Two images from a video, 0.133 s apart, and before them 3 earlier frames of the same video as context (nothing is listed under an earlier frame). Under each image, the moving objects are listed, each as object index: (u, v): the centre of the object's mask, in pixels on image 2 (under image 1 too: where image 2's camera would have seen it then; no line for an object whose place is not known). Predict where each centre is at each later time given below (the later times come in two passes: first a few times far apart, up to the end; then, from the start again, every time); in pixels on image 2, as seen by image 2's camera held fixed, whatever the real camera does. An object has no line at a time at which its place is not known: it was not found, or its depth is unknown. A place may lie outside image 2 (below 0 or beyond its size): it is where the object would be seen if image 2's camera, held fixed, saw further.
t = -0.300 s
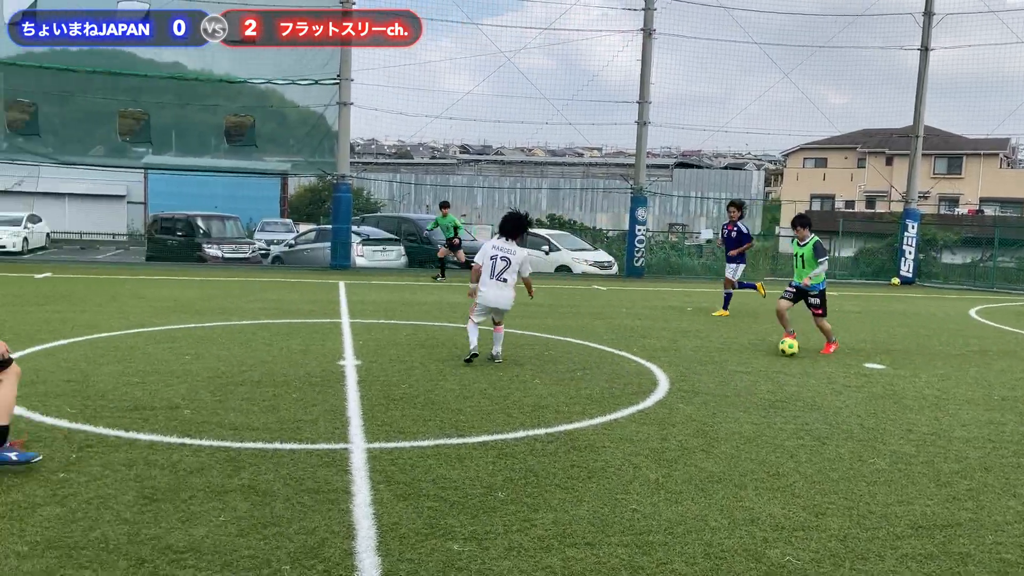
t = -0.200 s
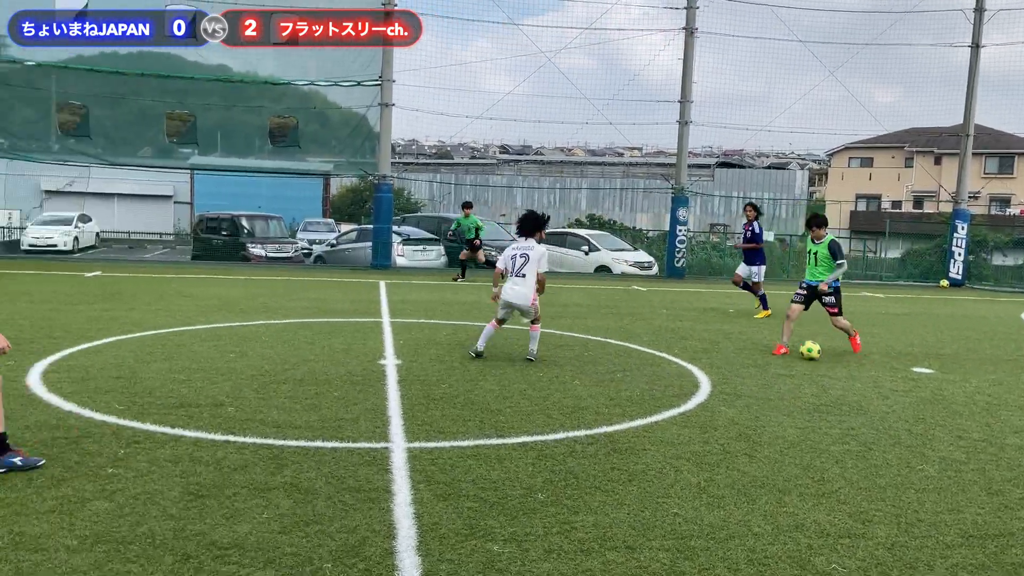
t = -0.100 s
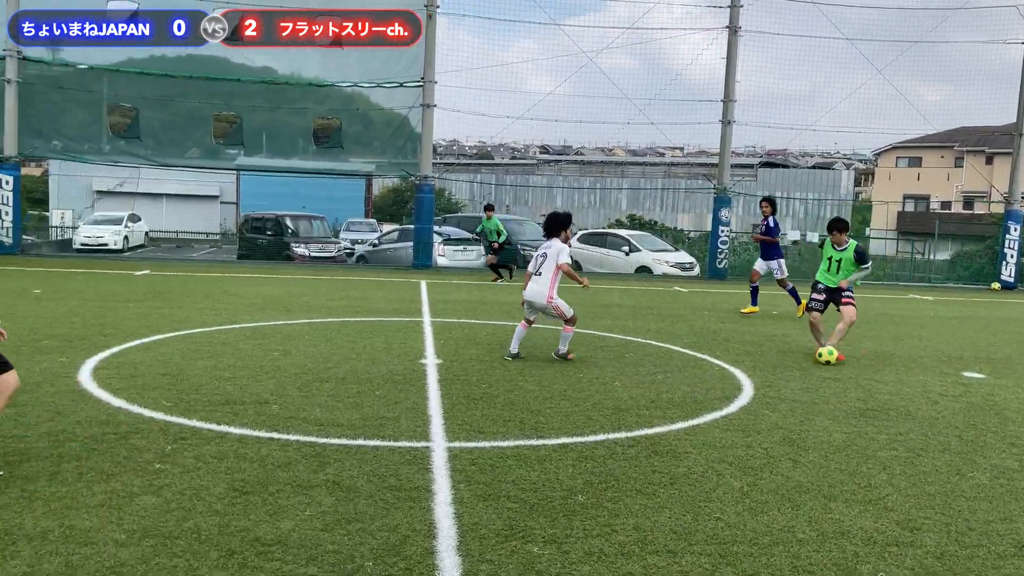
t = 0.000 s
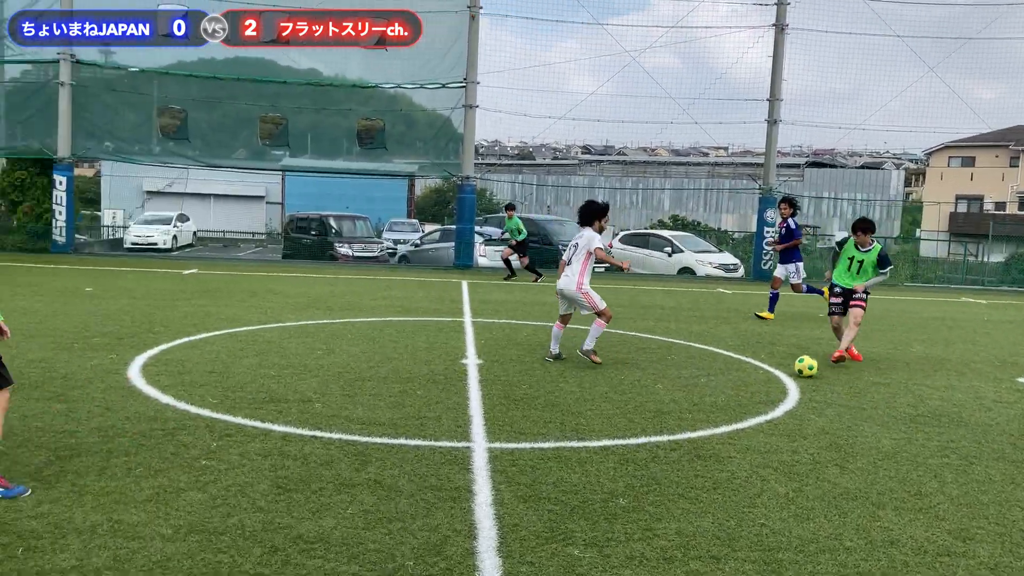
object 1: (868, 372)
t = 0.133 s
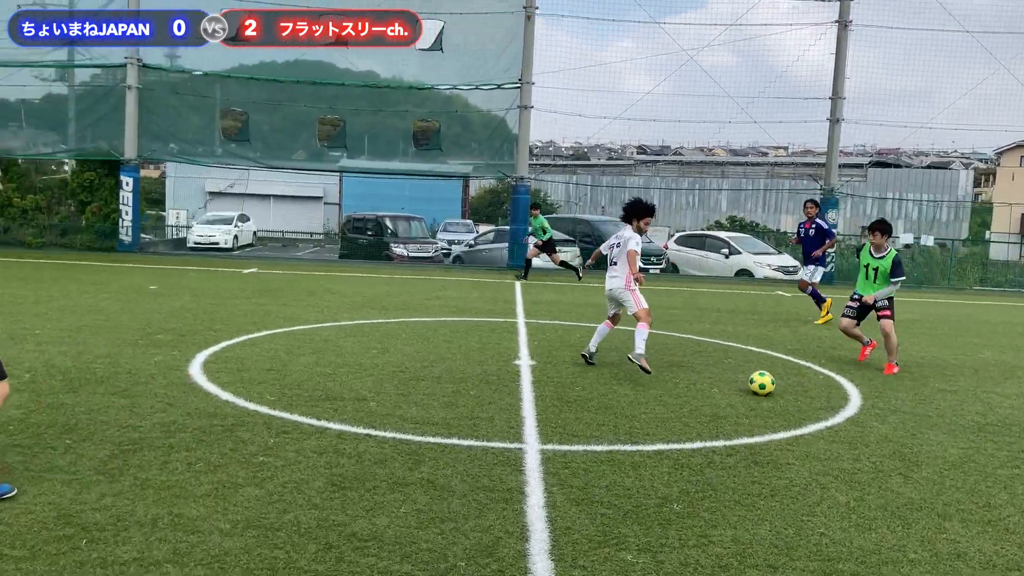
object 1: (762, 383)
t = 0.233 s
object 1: (677, 391)
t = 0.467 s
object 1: (463, 413)
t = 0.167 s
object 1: (734, 385)
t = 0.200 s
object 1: (706, 389)
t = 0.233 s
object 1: (677, 391)
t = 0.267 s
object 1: (648, 394)
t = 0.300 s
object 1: (618, 397)
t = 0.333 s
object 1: (589, 400)
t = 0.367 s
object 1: (558, 404)
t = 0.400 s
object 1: (527, 406)
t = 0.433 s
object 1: (496, 409)
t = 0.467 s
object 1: (463, 413)
